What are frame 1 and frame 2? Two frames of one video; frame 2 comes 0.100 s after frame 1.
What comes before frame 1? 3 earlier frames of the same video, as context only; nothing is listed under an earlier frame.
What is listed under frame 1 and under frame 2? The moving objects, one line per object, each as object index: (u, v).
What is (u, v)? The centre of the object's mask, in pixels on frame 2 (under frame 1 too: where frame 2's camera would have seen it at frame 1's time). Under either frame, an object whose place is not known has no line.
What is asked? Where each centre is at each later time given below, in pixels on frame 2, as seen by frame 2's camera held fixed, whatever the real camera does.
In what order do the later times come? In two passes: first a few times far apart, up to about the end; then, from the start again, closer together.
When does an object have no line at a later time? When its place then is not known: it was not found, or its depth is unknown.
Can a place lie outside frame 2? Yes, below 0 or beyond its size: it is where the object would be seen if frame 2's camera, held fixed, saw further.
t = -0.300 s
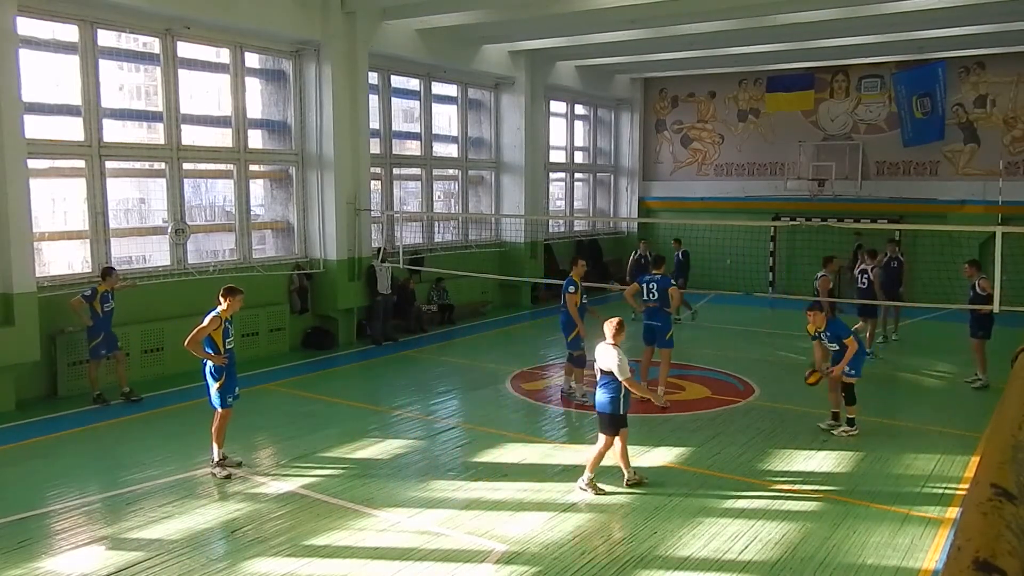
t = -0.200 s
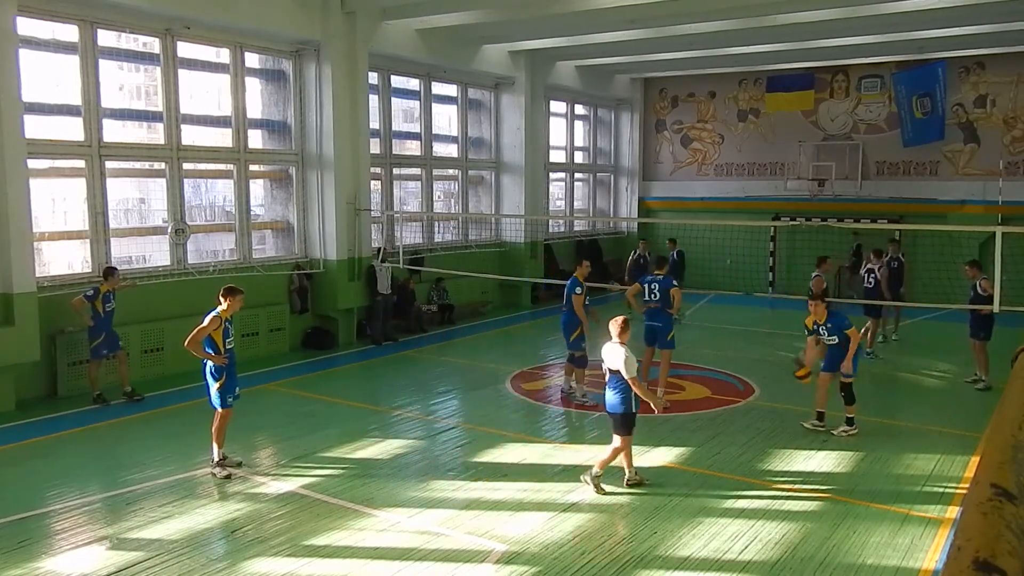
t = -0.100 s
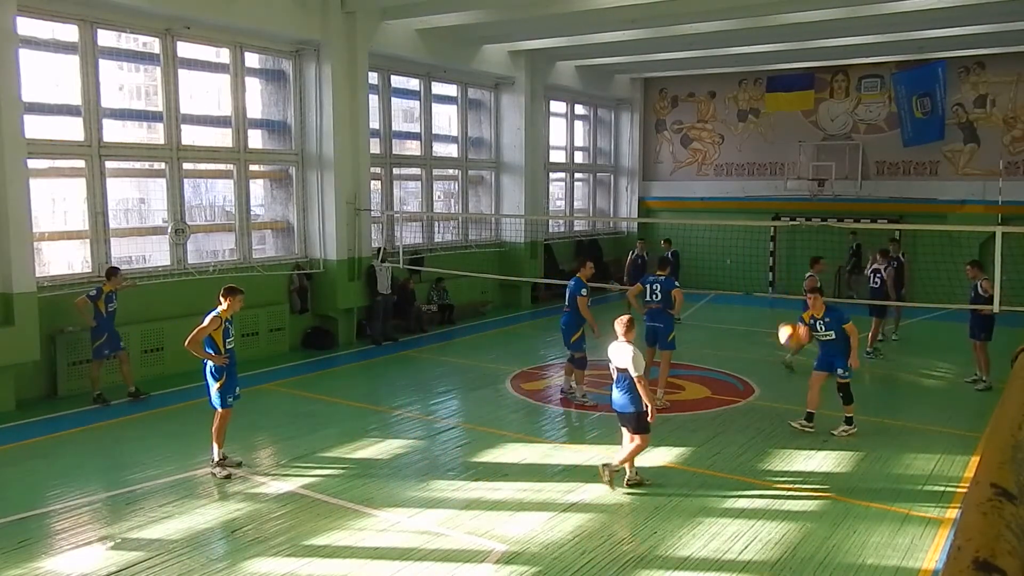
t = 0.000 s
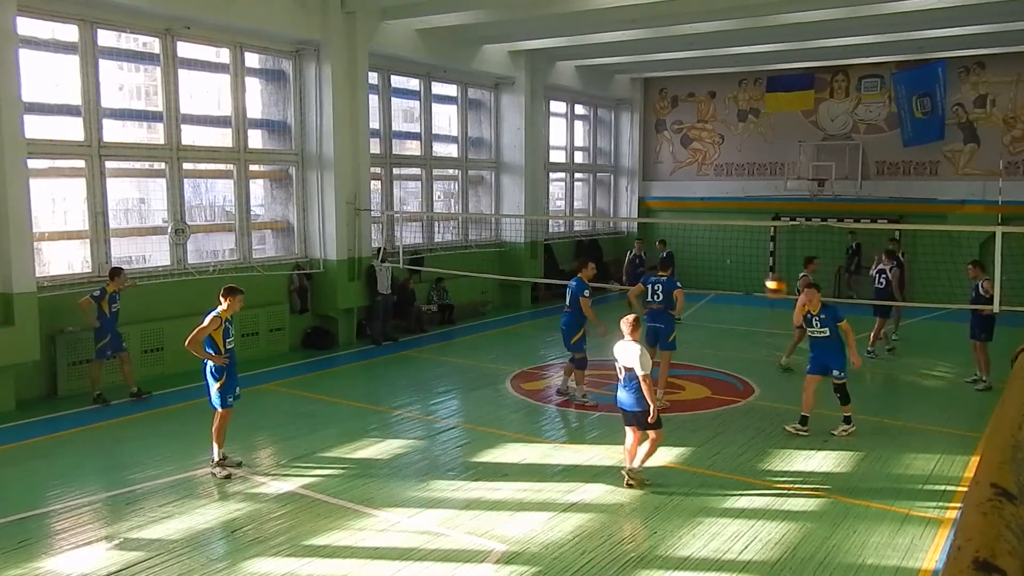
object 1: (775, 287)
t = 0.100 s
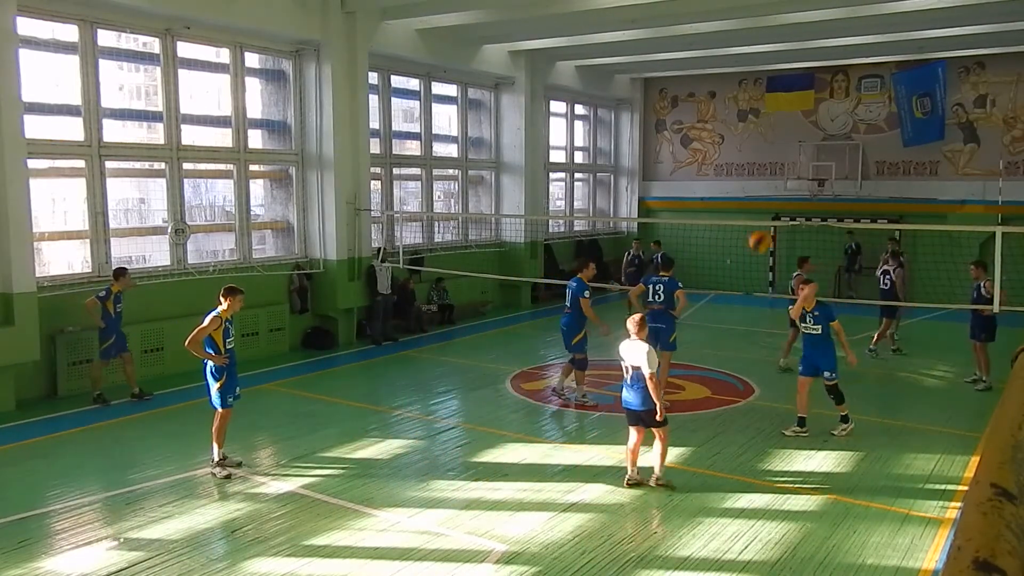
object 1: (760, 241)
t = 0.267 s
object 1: (727, 176)
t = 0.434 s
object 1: (681, 134)
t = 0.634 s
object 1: (606, 127)
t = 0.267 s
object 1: (727, 176)
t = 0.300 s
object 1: (720, 166)
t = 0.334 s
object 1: (712, 158)
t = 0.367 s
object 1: (701, 149)
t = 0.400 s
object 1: (693, 141)
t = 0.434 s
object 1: (681, 134)
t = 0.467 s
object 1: (672, 129)
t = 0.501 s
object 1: (660, 125)
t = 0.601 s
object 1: (620, 123)
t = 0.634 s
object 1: (606, 127)
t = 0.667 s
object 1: (590, 133)
